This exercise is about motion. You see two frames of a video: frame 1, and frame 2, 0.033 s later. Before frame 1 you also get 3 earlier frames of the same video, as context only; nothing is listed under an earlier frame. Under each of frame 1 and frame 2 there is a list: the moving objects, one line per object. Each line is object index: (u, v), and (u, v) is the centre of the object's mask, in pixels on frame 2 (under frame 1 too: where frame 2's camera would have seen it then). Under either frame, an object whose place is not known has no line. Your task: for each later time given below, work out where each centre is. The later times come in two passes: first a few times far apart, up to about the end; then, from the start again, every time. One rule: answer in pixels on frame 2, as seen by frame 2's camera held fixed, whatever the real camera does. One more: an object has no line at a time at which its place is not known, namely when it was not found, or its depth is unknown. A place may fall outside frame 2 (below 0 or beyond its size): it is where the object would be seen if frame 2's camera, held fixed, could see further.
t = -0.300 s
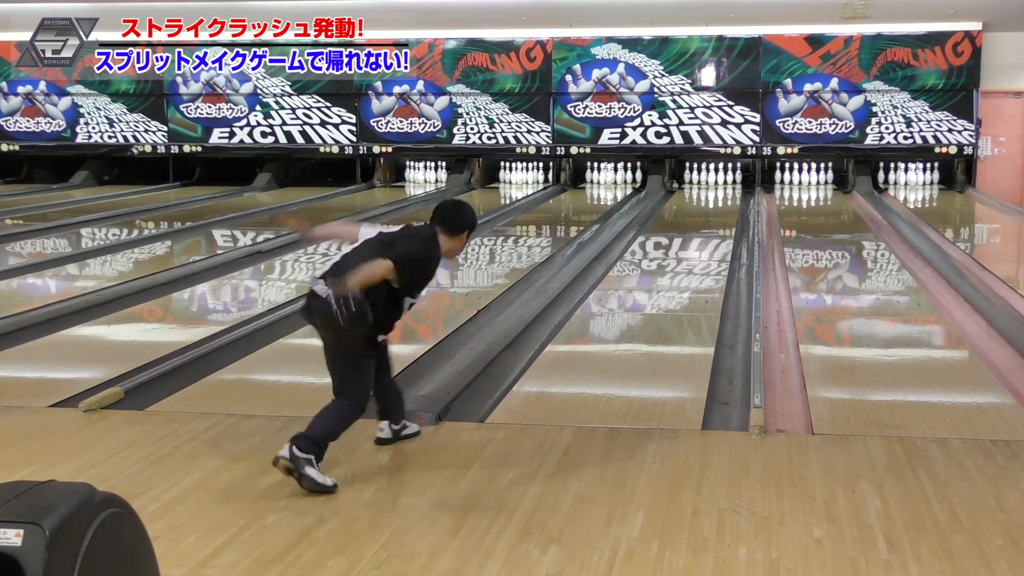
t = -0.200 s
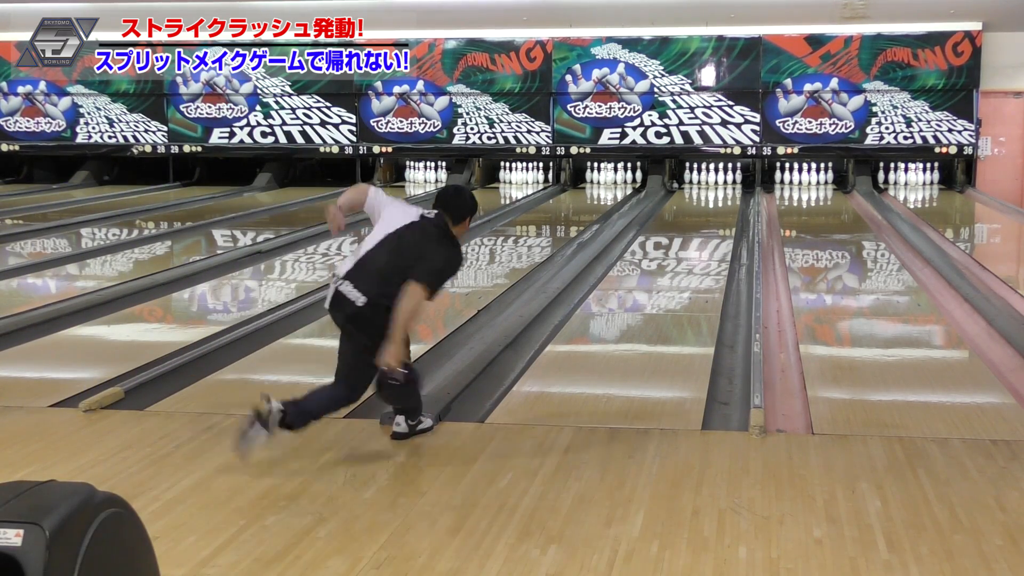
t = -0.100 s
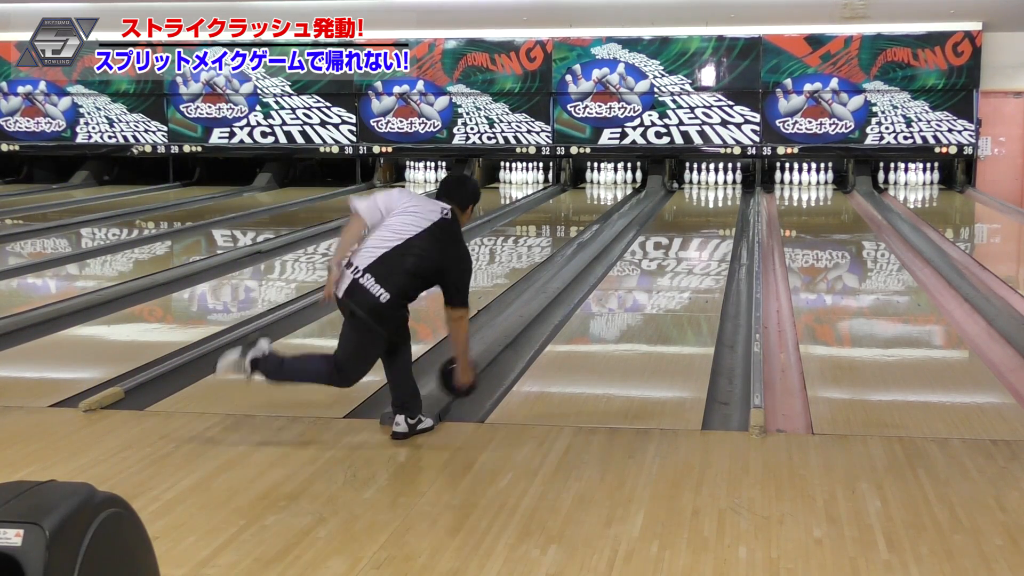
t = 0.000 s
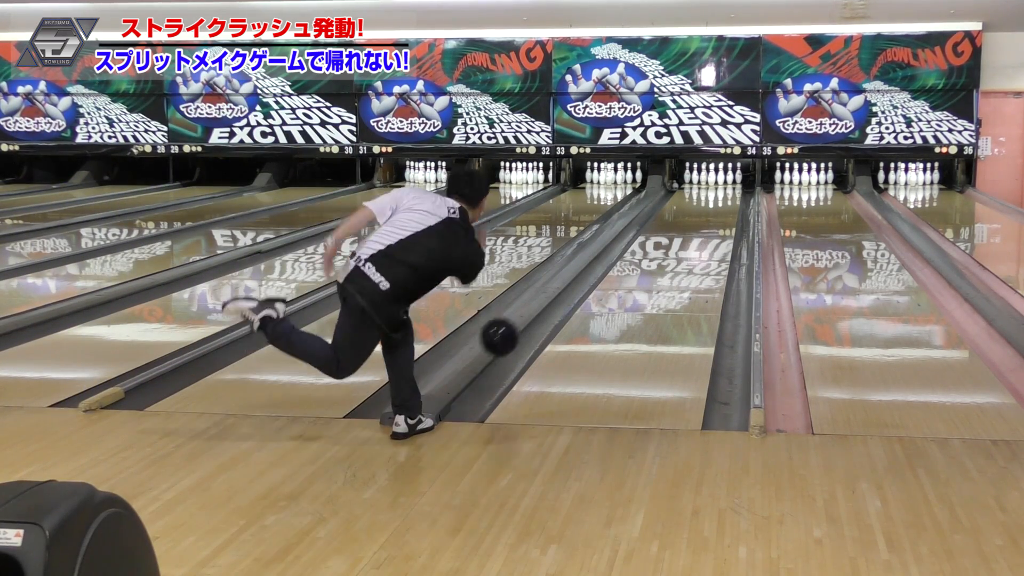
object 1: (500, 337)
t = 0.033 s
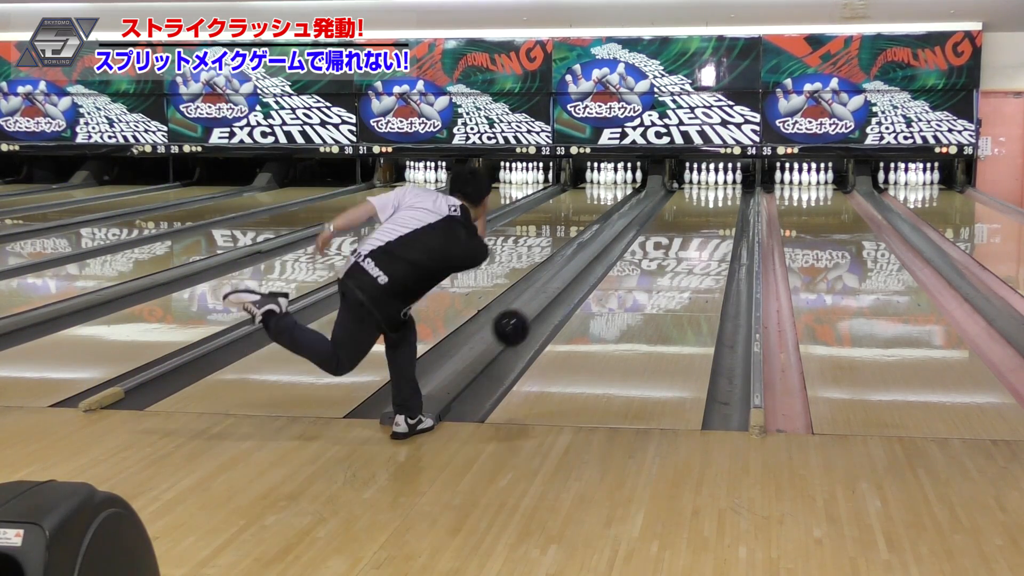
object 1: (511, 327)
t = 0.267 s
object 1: (576, 316)
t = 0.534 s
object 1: (625, 278)
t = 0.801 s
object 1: (659, 252)
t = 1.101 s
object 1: (687, 230)
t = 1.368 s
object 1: (705, 215)
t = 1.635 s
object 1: (718, 203)
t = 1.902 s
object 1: (725, 193)
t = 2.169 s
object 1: (724, 185)
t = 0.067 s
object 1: (522, 320)
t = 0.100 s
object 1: (532, 316)
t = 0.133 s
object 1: (542, 313)
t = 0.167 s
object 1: (551, 313)
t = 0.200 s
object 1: (560, 313)
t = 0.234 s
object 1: (568, 316)
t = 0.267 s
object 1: (576, 316)
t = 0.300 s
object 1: (583, 308)
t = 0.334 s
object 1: (590, 303)
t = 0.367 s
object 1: (596, 298)
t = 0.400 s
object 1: (603, 295)
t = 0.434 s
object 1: (608, 291)
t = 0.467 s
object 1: (614, 286)
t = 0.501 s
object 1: (619, 282)
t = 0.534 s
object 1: (625, 278)
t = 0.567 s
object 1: (630, 274)
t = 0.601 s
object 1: (634, 271)
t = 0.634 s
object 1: (639, 267)
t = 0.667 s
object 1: (643, 264)
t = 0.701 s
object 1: (647, 261)
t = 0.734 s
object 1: (651, 257)
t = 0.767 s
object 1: (655, 254)
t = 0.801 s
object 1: (659, 252)
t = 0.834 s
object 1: (662, 249)
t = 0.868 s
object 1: (666, 246)
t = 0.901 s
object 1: (669, 244)
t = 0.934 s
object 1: (672, 241)
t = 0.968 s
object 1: (675, 239)
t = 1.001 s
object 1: (678, 236)
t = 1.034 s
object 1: (681, 234)
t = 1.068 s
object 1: (684, 232)
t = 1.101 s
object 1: (687, 230)
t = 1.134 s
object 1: (689, 227)
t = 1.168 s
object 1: (692, 226)
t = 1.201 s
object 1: (694, 224)
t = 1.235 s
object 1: (696, 222)
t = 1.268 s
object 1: (698, 220)
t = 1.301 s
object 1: (700, 218)
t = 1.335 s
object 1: (703, 216)
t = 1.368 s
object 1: (705, 215)
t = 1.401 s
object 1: (706, 213)
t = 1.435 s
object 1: (708, 211)
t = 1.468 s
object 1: (710, 210)
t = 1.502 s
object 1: (712, 209)
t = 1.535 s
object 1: (714, 207)
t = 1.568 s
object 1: (715, 205)
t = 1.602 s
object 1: (717, 204)
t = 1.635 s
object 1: (718, 203)
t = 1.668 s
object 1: (719, 202)
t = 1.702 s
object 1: (720, 200)
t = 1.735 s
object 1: (722, 198)
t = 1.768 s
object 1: (723, 197)
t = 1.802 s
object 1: (724, 196)
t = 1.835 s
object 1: (724, 195)
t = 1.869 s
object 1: (724, 194)
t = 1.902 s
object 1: (725, 193)
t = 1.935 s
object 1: (725, 192)
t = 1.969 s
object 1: (726, 191)
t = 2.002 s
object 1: (726, 190)
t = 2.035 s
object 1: (726, 189)
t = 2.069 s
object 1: (725, 188)
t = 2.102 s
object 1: (725, 187)
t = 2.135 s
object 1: (725, 186)
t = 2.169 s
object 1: (724, 185)
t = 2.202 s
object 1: (724, 185)
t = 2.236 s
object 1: (723, 184)
